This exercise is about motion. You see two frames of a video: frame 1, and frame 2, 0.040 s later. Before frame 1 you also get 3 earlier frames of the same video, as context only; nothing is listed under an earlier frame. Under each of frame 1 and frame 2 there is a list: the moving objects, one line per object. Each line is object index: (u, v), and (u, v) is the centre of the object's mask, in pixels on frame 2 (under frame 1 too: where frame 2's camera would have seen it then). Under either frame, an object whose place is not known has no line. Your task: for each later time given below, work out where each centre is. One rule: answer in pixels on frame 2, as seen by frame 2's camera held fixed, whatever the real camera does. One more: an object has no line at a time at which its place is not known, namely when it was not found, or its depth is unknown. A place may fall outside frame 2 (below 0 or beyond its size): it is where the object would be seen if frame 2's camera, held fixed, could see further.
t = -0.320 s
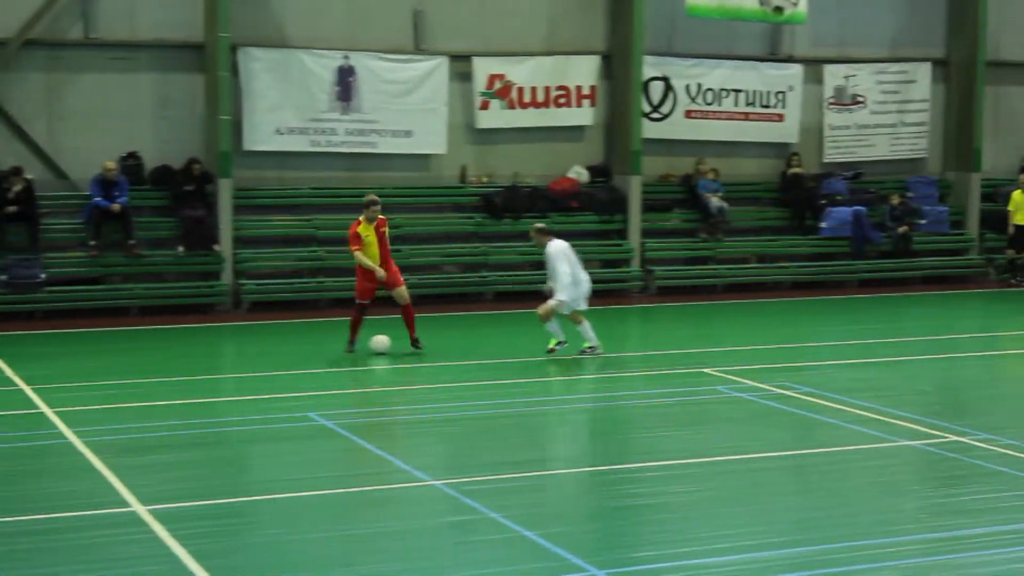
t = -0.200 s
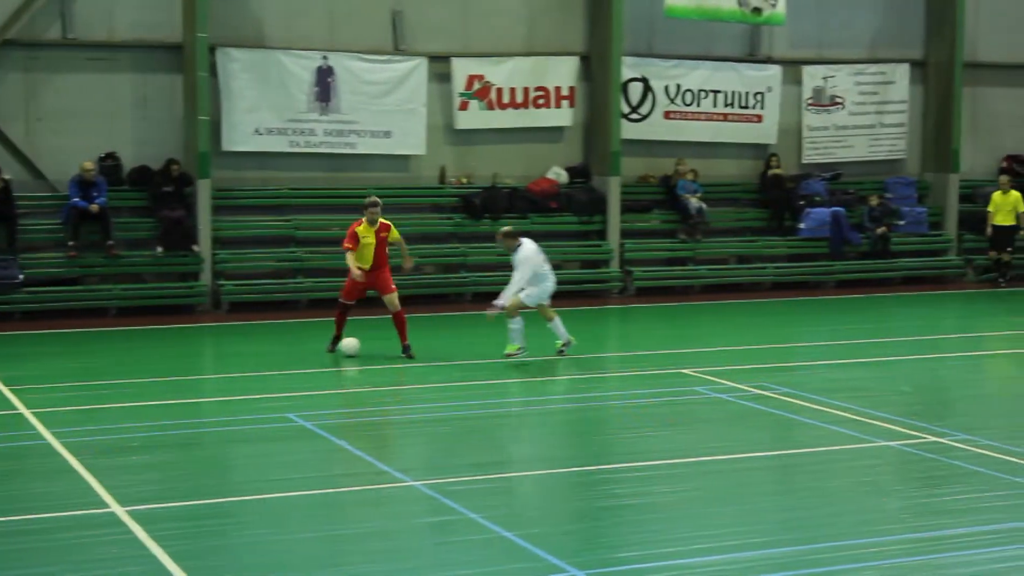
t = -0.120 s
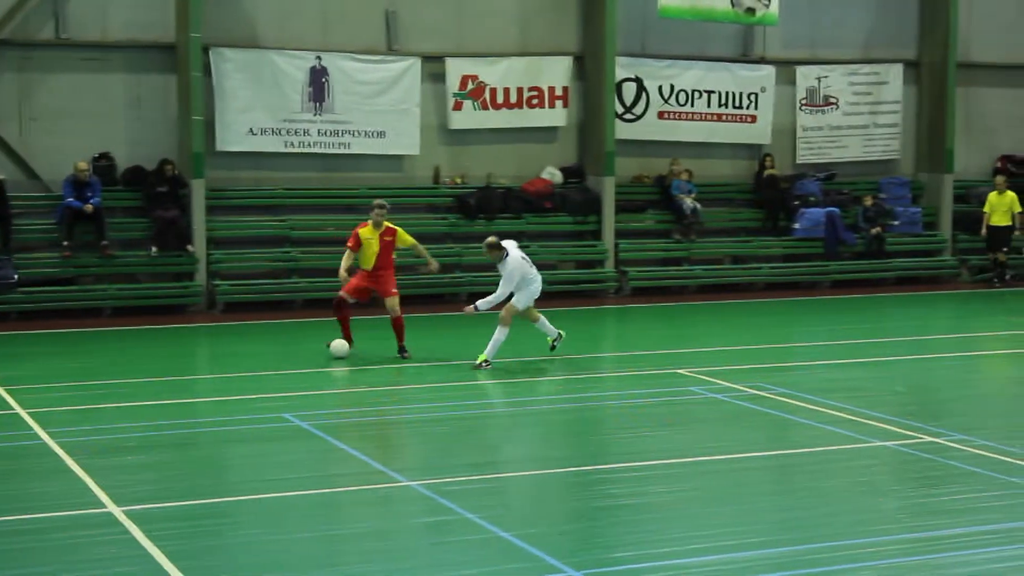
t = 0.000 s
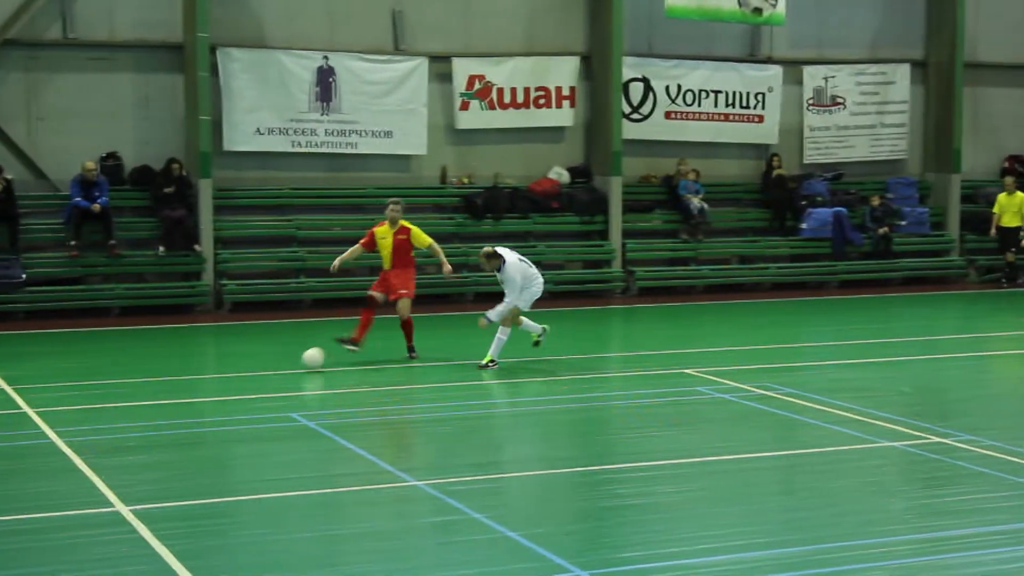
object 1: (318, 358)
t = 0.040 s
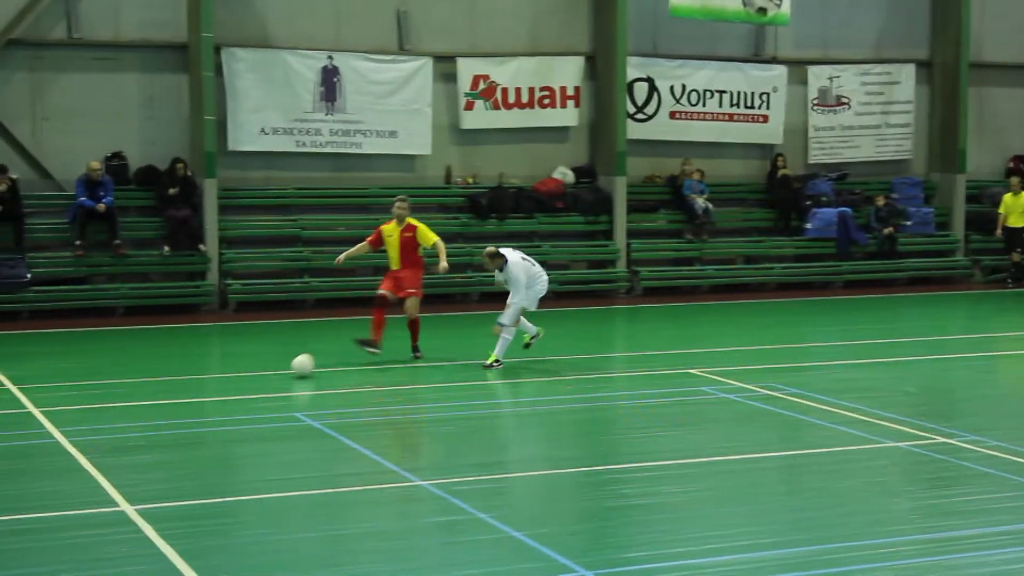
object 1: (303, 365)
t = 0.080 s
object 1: (288, 371)
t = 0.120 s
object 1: (272, 377)
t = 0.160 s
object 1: (256, 384)
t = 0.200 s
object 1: (240, 391)
